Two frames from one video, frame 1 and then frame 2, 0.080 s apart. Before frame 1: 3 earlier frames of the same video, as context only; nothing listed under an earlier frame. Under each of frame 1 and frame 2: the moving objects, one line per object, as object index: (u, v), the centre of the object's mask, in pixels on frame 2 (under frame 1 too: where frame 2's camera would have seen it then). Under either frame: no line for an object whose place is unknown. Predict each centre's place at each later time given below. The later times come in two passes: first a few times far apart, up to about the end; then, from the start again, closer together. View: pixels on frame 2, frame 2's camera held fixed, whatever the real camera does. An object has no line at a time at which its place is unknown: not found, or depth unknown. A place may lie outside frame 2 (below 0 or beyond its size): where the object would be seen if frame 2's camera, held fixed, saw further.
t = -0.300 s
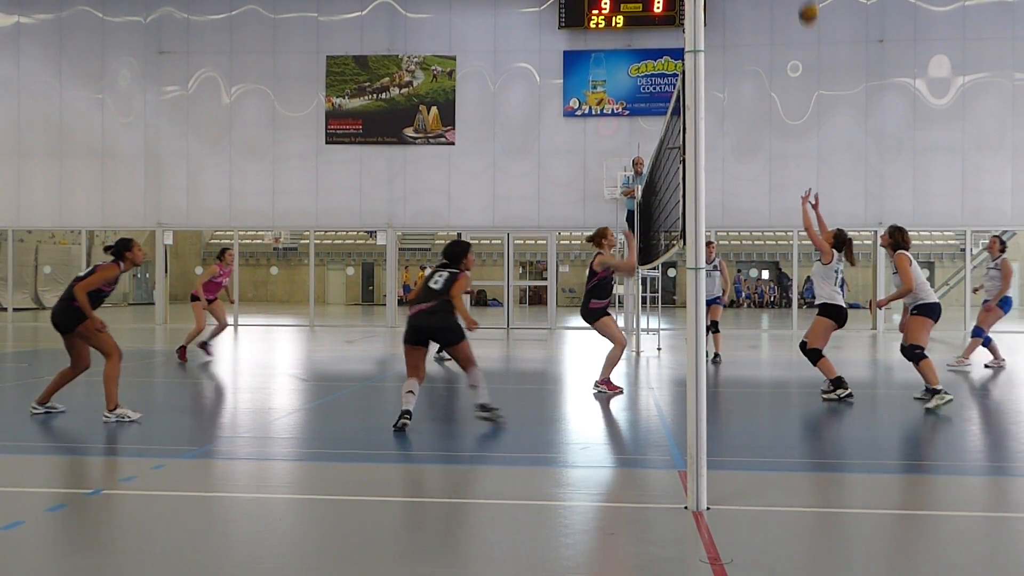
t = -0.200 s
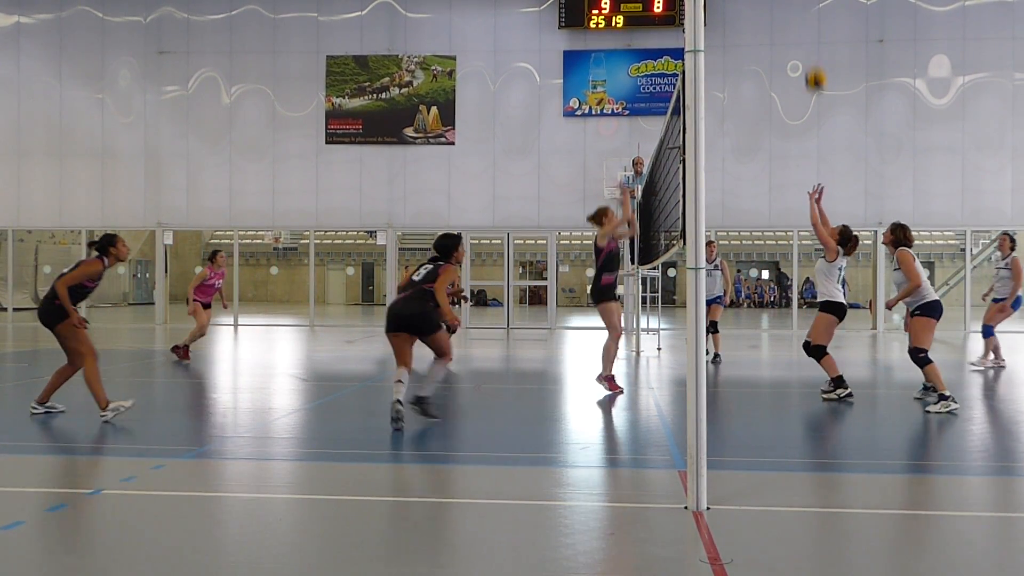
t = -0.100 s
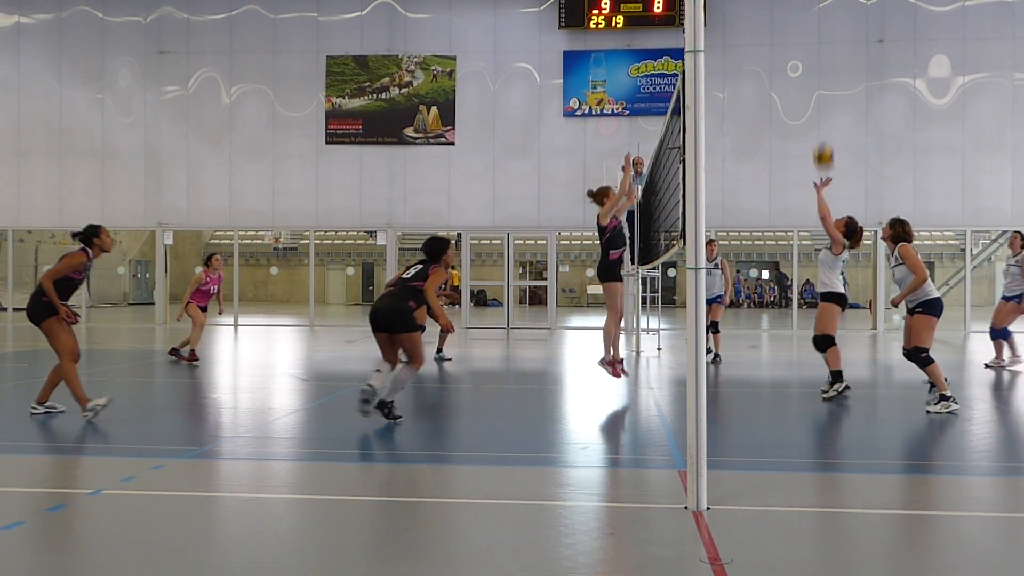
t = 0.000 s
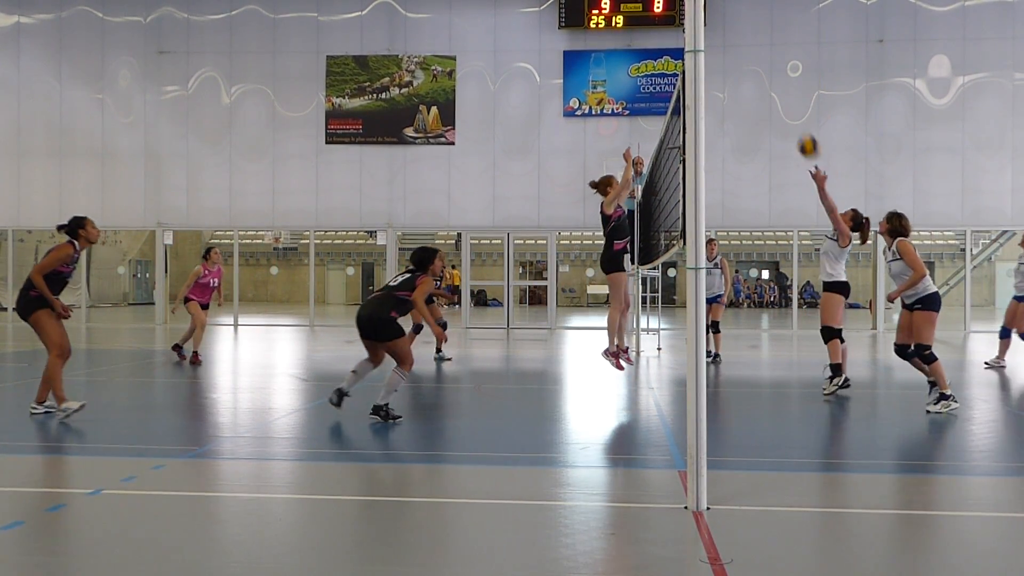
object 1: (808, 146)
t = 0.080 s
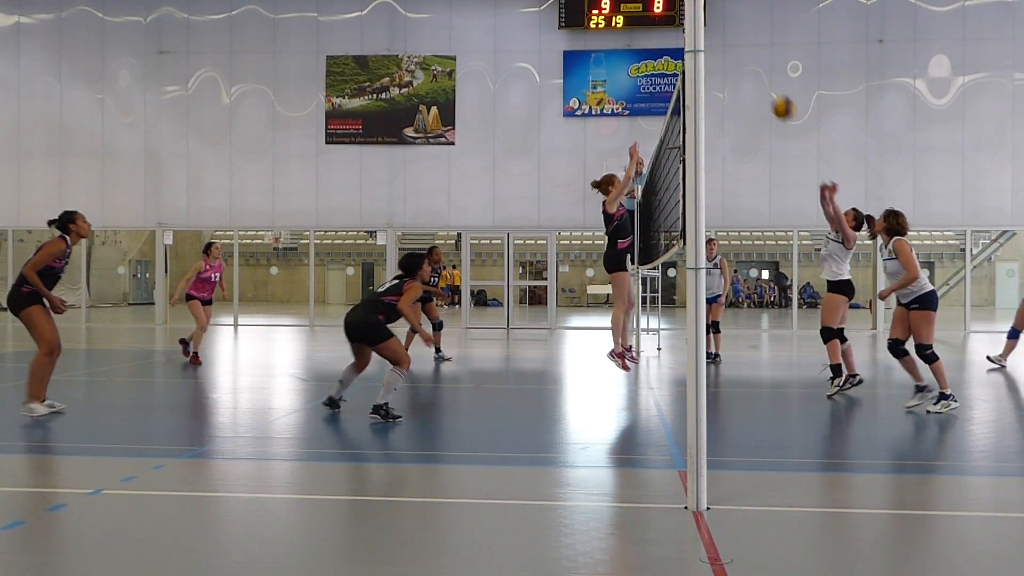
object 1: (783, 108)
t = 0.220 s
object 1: (737, 54)
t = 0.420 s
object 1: (666, 11)
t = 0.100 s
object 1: (777, 99)
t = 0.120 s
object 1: (771, 90)
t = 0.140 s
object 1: (764, 83)
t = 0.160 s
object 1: (757, 75)
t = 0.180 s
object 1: (751, 68)
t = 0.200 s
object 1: (744, 60)
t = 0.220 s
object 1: (737, 54)
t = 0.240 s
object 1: (730, 48)
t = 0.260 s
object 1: (723, 42)
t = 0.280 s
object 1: (716, 36)
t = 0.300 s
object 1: (712, 31)
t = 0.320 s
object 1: (709, 27)
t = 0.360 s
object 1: (679, 17)
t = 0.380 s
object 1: (676, 13)
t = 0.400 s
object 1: (673, 12)
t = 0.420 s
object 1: (666, 11)
